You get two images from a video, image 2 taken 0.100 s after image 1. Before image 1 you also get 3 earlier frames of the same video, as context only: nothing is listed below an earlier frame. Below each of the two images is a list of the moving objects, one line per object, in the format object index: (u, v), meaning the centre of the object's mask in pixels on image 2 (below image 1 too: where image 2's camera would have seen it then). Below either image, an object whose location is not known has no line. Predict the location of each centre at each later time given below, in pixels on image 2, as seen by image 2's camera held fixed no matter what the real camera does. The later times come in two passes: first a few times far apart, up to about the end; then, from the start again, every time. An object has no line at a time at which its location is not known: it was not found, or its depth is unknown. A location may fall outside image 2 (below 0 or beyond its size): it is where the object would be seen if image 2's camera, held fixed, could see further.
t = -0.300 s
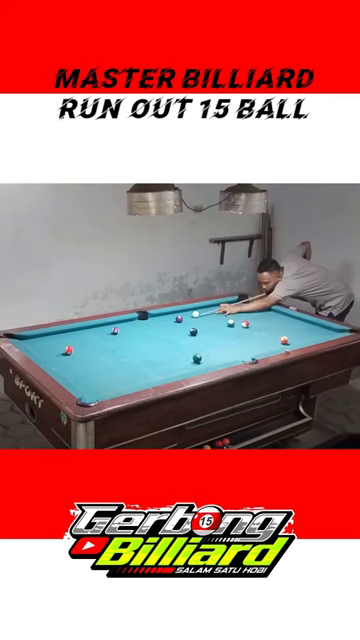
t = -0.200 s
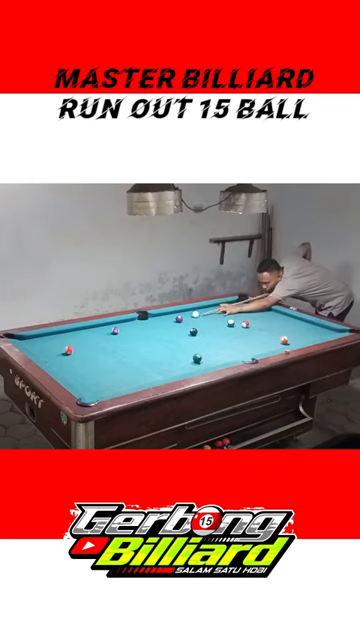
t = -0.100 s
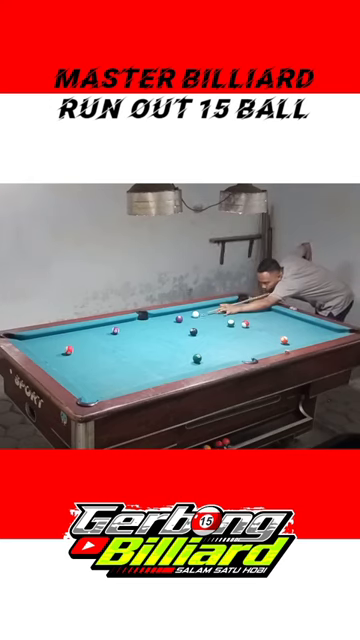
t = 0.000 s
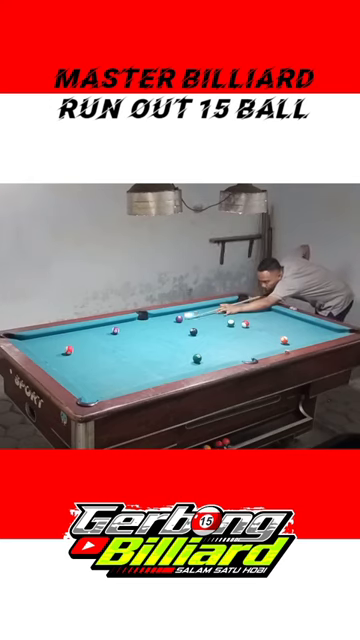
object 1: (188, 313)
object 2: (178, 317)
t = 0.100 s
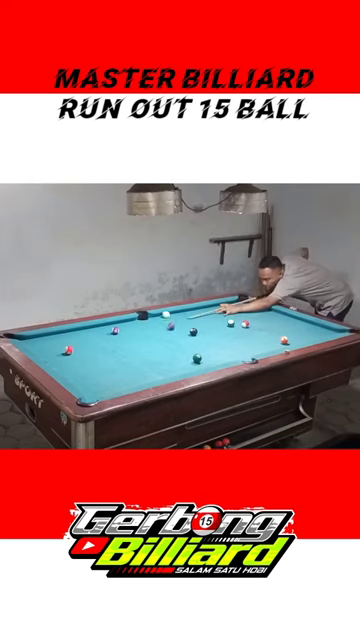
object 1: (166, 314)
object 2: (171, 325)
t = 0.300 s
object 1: (155, 323)
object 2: (148, 348)
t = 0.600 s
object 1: (141, 336)
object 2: (107, 386)
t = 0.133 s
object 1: (163, 315)
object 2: (166, 329)
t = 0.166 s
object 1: (161, 317)
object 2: (163, 333)
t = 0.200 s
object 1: (160, 318)
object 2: (160, 336)
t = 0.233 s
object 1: (158, 319)
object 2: (156, 339)
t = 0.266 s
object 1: (156, 322)
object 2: (151, 344)
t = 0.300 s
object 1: (155, 323)
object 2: (148, 348)
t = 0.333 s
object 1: (153, 324)
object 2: (144, 351)
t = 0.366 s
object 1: (152, 326)
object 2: (140, 355)
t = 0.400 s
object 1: (150, 327)
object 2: (136, 358)
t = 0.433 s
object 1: (148, 330)
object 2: (130, 364)
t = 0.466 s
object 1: (147, 331)
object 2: (126, 368)
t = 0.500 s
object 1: (146, 332)
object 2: (121, 372)
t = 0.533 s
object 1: (144, 334)
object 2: (117, 376)
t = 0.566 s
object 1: (142, 336)
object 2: (110, 382)
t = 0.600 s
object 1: (141, 336)
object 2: (107, 386)
